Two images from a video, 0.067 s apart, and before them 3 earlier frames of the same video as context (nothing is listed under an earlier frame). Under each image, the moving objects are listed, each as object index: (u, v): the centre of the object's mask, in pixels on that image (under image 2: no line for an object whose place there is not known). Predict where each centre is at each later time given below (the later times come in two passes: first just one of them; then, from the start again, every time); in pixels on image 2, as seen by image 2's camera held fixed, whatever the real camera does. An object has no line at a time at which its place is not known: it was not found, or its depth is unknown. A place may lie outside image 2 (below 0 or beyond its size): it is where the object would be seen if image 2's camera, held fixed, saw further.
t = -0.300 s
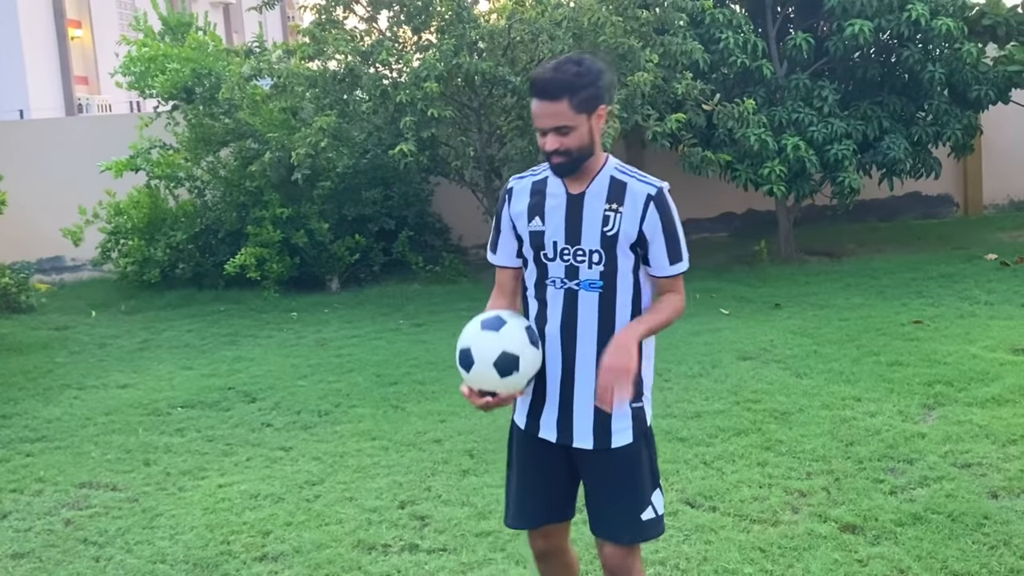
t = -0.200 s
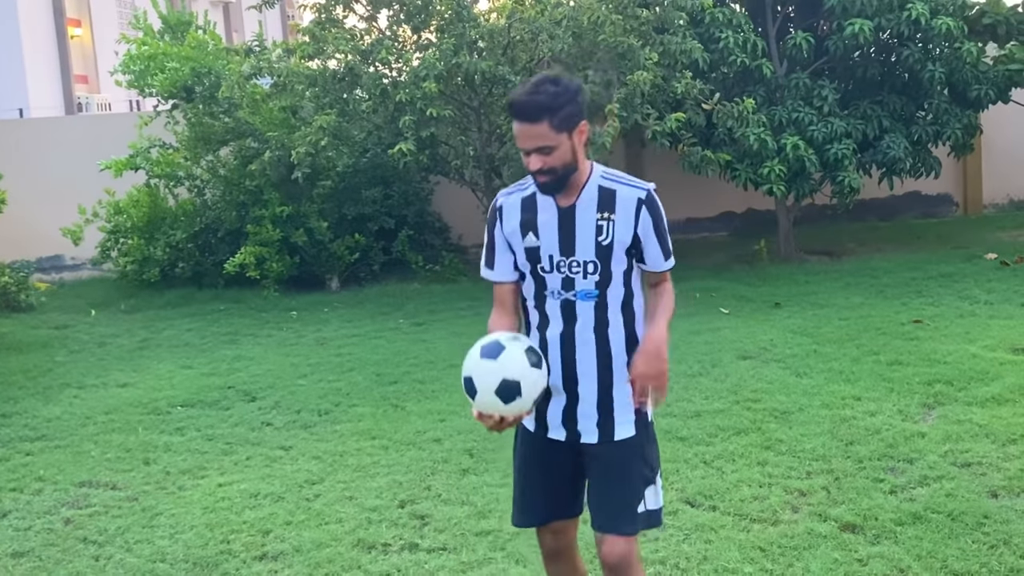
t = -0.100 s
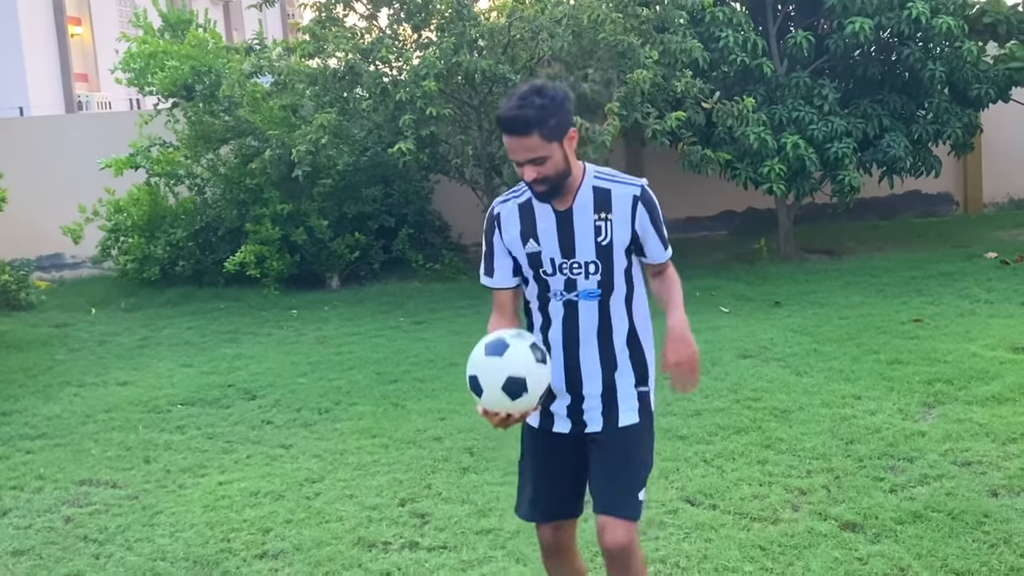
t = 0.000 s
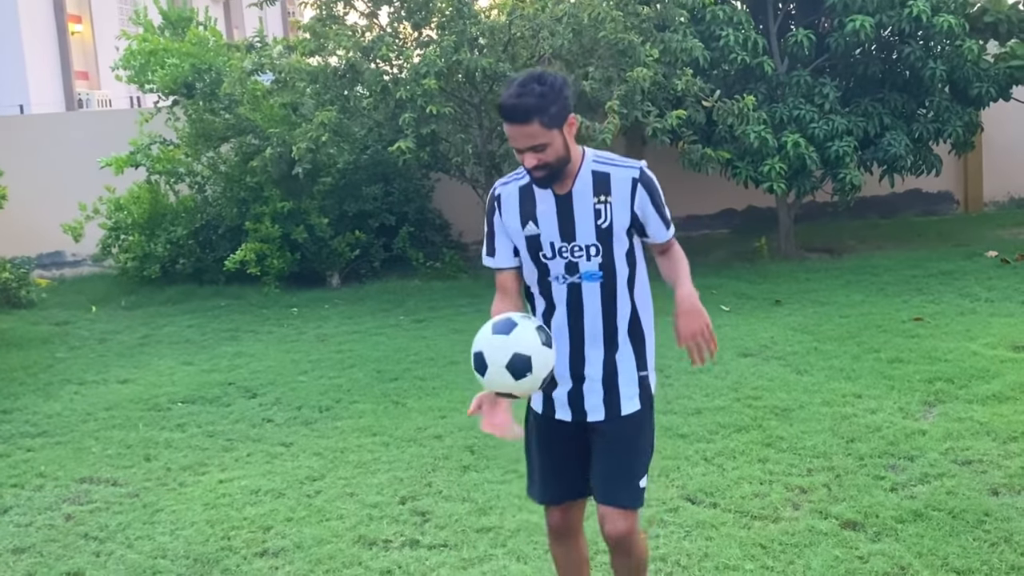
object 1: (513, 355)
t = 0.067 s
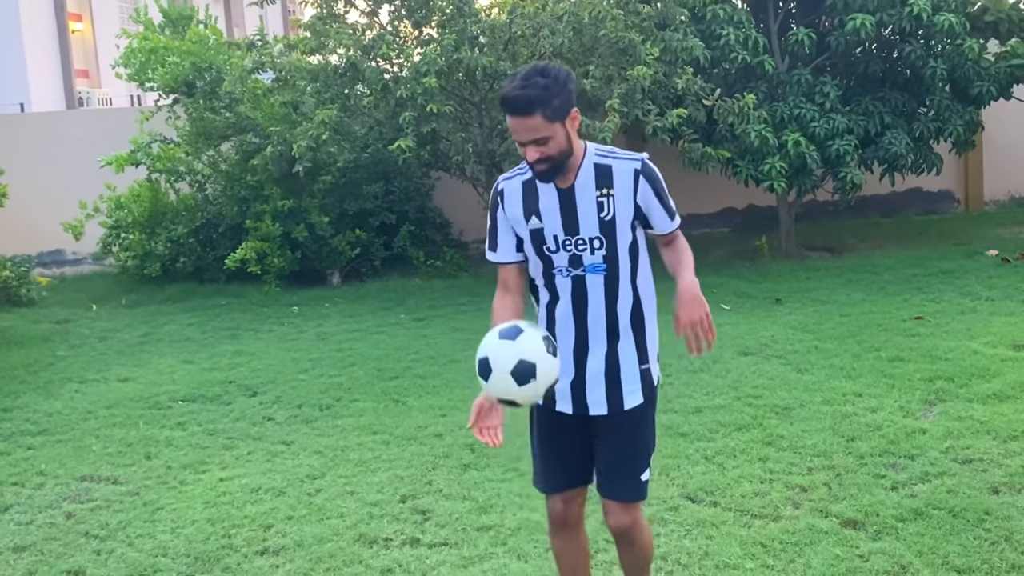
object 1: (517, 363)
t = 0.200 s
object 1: (528, 431)
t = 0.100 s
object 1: (519, 373)
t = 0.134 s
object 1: (522, 389)
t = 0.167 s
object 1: (525, 408)
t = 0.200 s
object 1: (528, 431)
